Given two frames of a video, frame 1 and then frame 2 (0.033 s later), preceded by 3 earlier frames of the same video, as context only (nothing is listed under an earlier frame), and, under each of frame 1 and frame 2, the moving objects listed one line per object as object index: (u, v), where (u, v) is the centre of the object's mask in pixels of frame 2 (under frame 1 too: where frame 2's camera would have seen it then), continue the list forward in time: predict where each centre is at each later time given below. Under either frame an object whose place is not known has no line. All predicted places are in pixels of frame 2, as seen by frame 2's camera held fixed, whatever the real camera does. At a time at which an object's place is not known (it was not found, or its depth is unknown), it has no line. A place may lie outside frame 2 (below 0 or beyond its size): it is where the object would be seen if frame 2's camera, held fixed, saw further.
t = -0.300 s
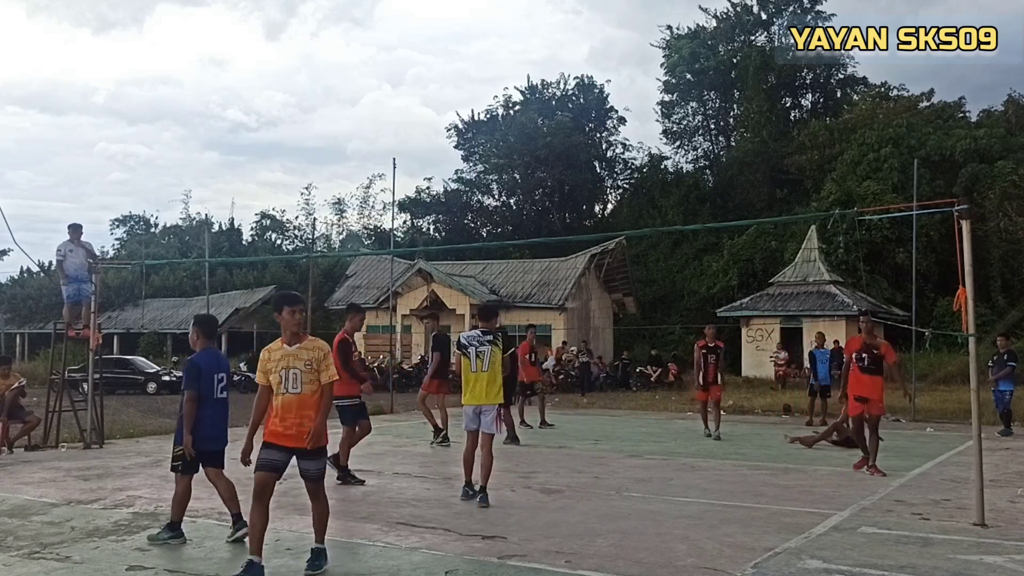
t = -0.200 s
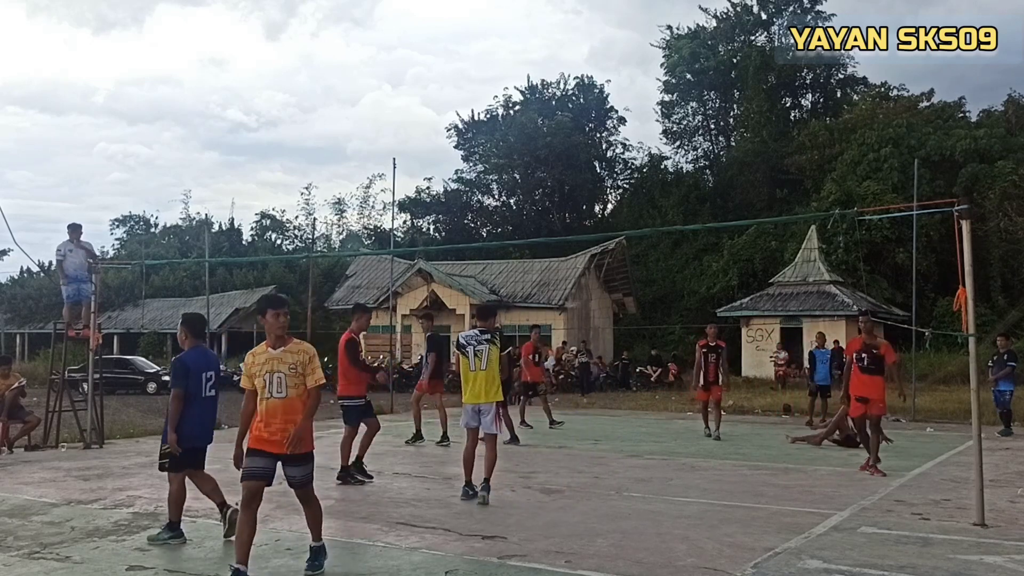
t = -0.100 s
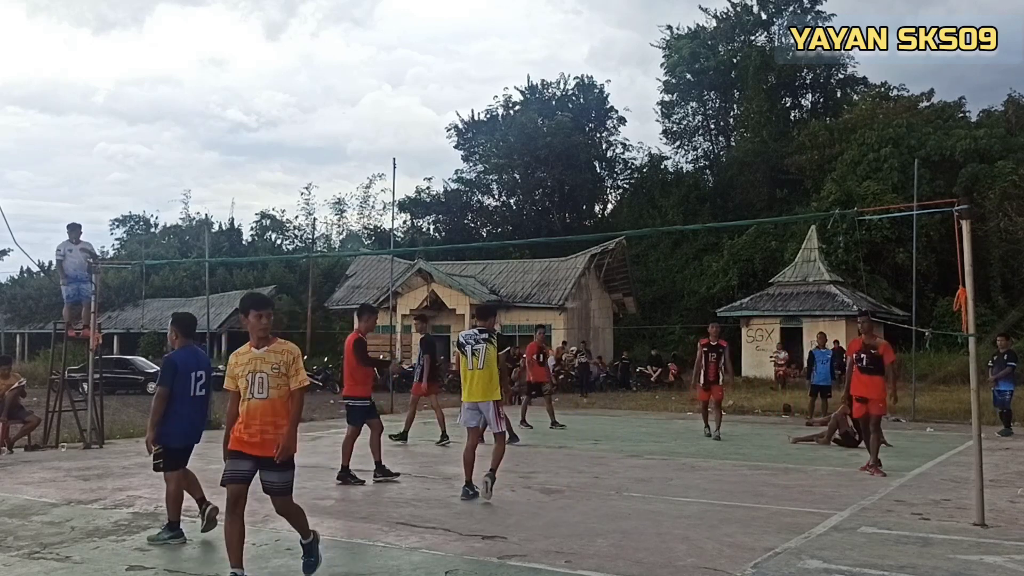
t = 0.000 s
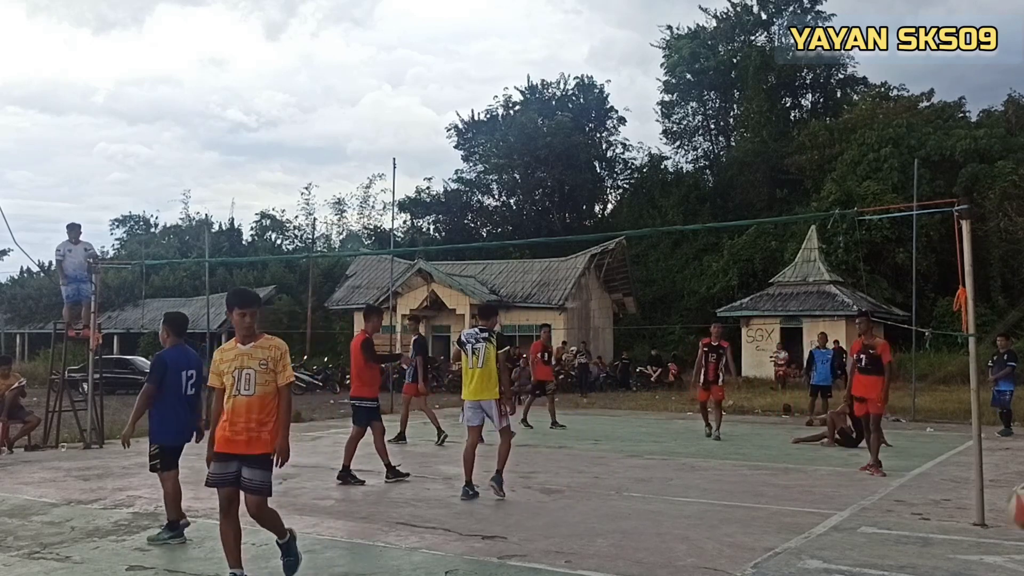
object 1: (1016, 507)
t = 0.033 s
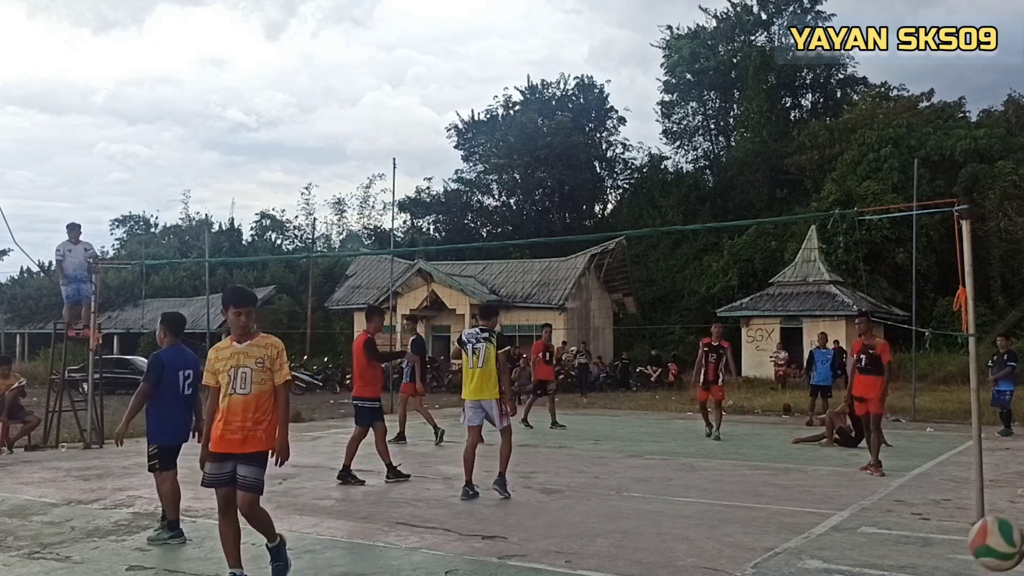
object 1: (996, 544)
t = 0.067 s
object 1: (955, 566)
